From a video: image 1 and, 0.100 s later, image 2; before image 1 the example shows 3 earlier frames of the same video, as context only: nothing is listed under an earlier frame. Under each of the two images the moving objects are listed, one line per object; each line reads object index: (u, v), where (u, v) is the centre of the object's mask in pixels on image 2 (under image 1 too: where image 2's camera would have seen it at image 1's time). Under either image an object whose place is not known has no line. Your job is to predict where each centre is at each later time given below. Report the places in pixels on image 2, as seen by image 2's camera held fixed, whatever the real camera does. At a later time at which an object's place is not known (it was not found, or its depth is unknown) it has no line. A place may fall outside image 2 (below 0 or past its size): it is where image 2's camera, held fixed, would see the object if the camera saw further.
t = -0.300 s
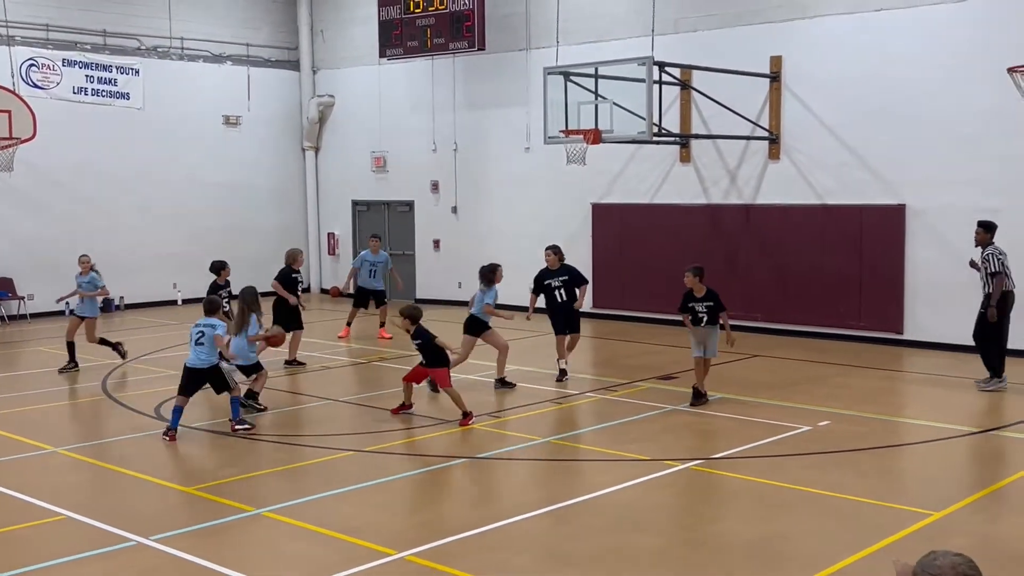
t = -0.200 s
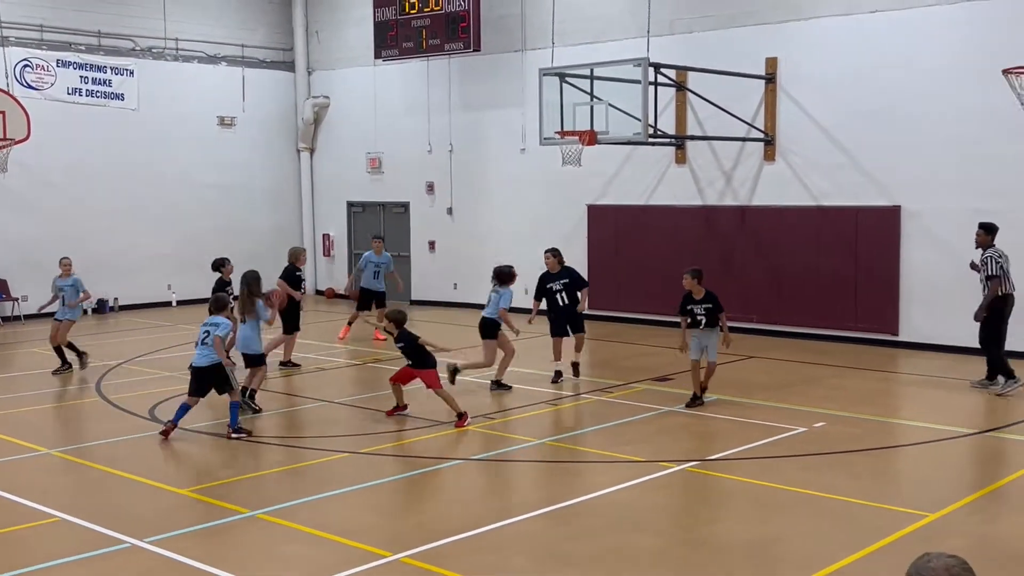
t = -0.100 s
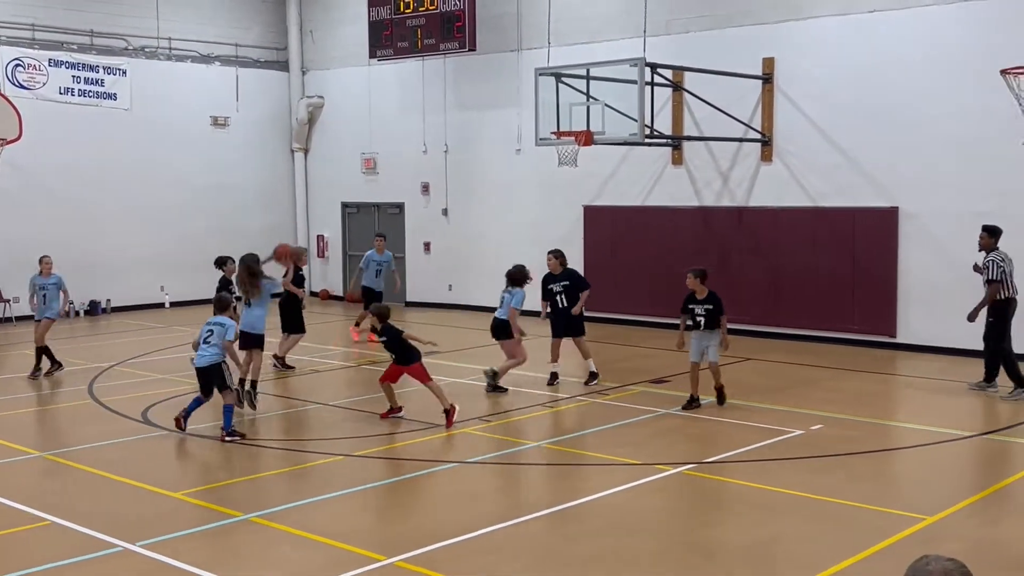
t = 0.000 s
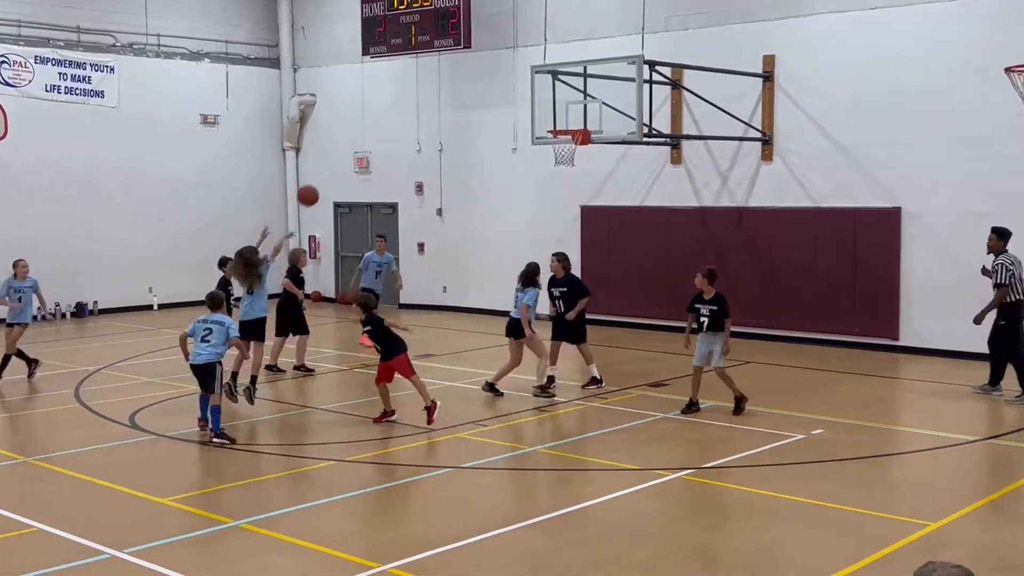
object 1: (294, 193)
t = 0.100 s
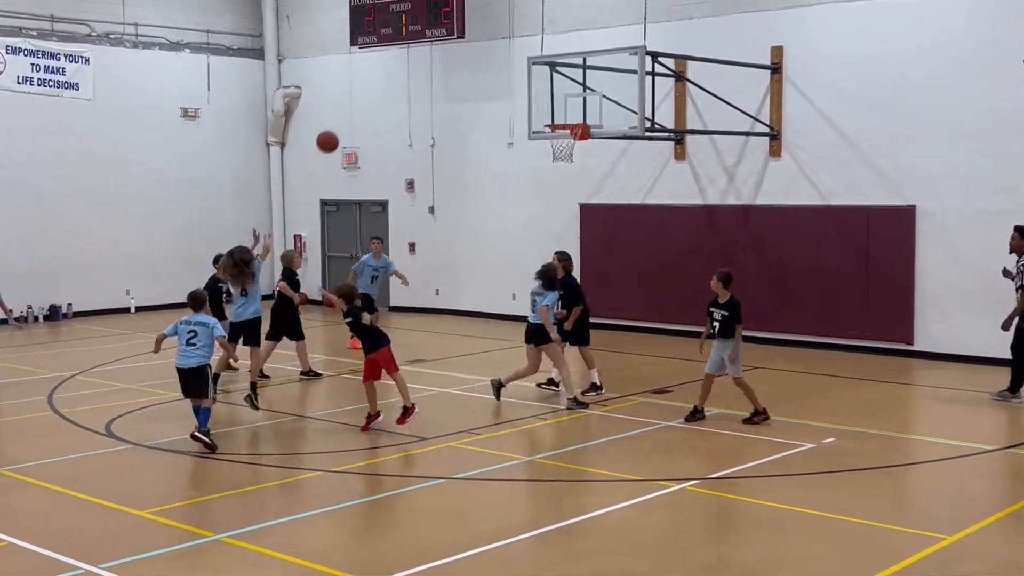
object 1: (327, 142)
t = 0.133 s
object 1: (338, 126)
